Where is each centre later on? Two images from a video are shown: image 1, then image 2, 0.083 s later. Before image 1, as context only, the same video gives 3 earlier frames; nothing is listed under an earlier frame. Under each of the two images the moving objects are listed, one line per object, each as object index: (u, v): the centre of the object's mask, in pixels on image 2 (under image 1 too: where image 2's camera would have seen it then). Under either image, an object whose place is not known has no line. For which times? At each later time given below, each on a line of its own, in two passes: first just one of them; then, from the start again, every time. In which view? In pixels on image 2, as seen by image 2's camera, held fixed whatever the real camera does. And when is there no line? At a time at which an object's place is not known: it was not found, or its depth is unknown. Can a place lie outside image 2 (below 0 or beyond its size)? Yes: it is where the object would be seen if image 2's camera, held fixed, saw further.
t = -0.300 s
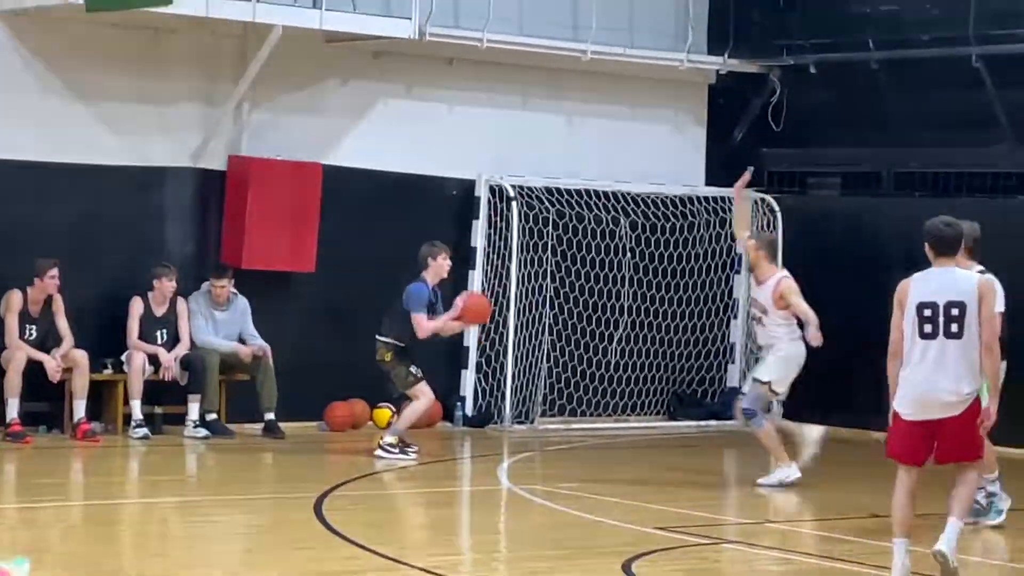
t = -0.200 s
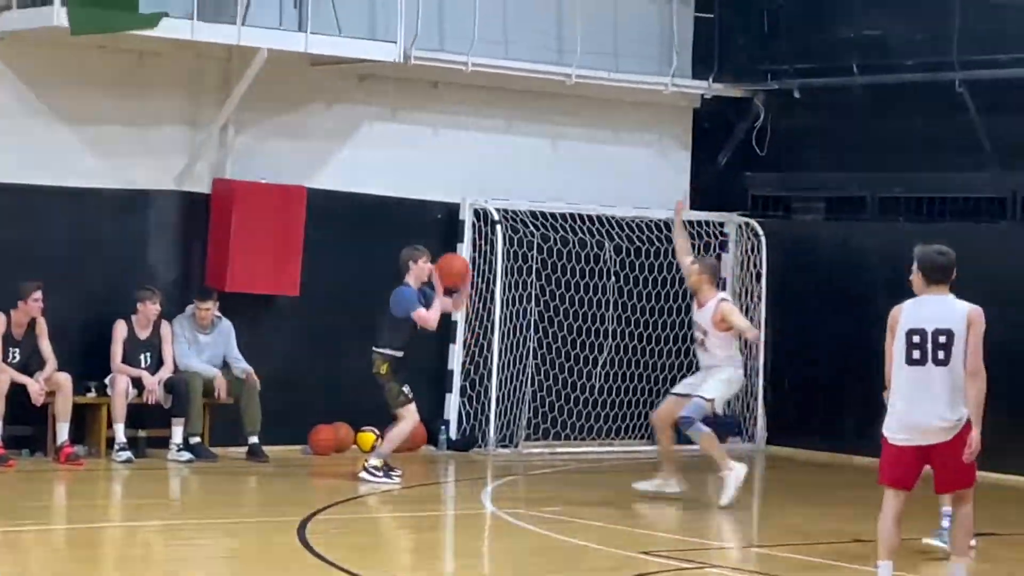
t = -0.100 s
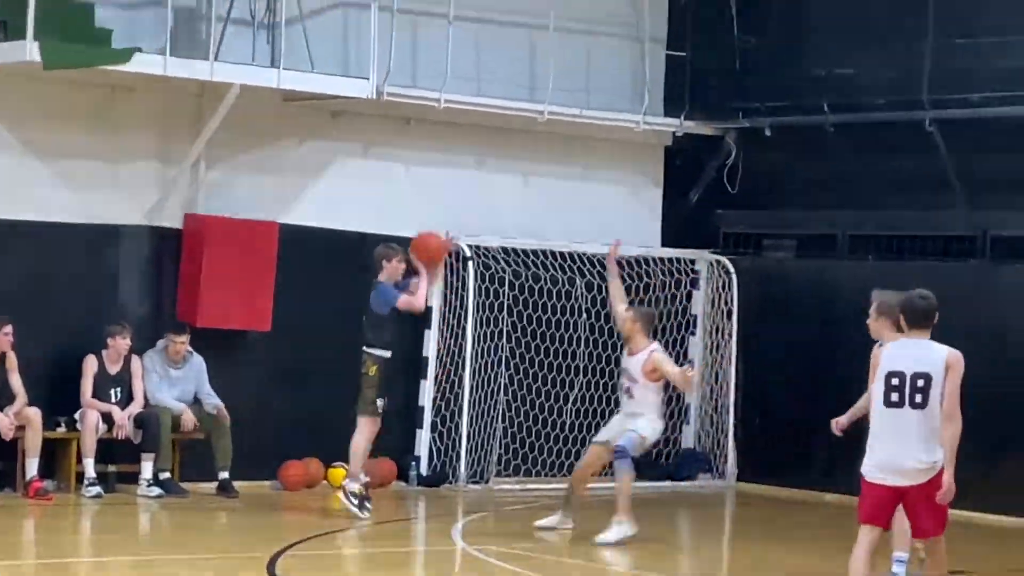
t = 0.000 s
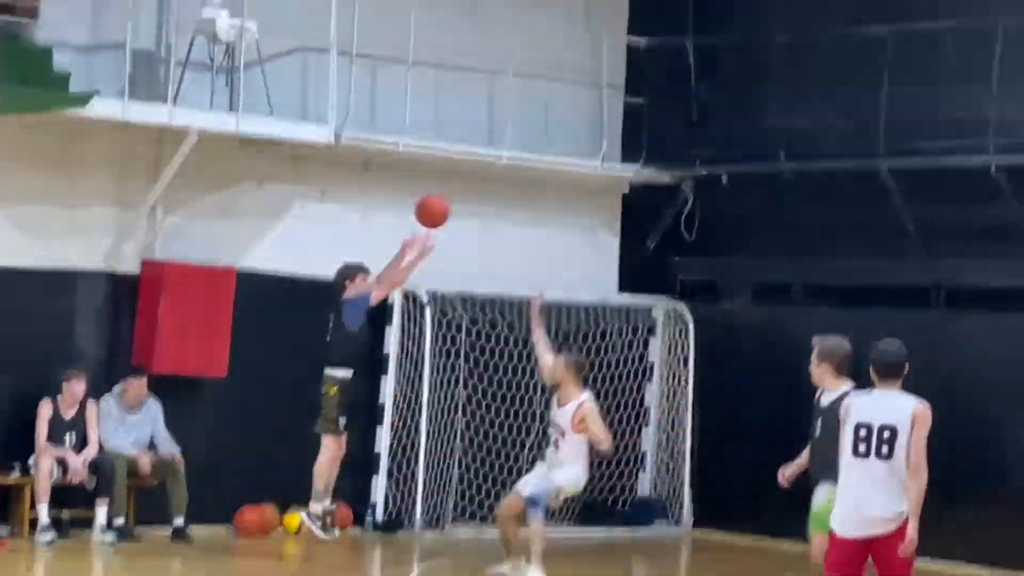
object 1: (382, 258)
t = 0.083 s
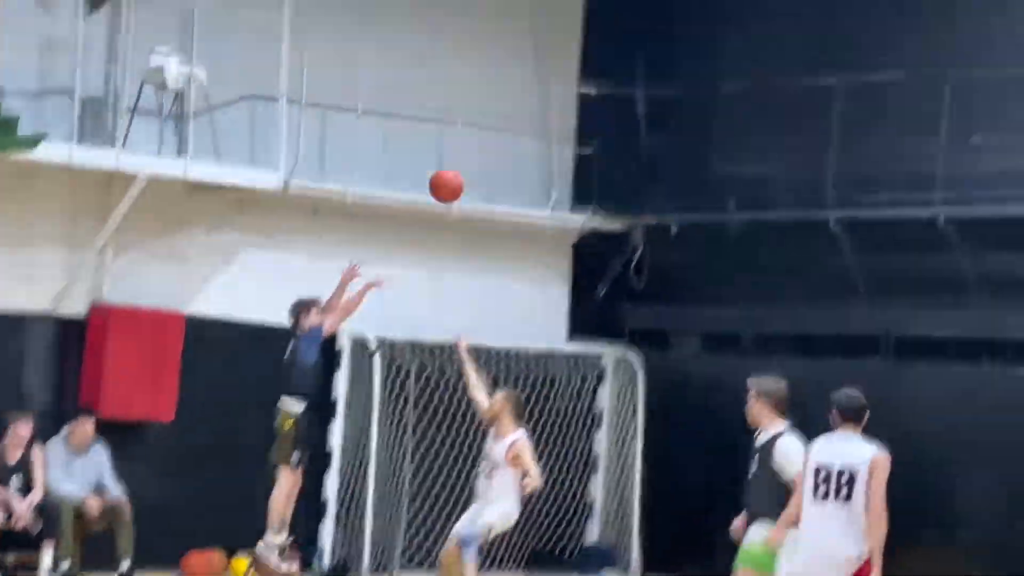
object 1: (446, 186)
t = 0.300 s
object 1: (605, 42)
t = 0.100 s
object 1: (459, 173)
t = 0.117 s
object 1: (470, 162)
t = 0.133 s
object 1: (484, 147)
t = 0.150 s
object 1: (495, 135)
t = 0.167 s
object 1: (507, 126)
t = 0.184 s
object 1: (522, 113)
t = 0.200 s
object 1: (533, 100)
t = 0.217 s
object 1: (544, 92)
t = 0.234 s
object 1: (558, 81)
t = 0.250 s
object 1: (571, 71)
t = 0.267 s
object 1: (581, 61)
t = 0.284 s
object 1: (594, 49)
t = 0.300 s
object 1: (605, 42)
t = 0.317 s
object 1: (617, 33)
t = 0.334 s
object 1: (631, 23)
